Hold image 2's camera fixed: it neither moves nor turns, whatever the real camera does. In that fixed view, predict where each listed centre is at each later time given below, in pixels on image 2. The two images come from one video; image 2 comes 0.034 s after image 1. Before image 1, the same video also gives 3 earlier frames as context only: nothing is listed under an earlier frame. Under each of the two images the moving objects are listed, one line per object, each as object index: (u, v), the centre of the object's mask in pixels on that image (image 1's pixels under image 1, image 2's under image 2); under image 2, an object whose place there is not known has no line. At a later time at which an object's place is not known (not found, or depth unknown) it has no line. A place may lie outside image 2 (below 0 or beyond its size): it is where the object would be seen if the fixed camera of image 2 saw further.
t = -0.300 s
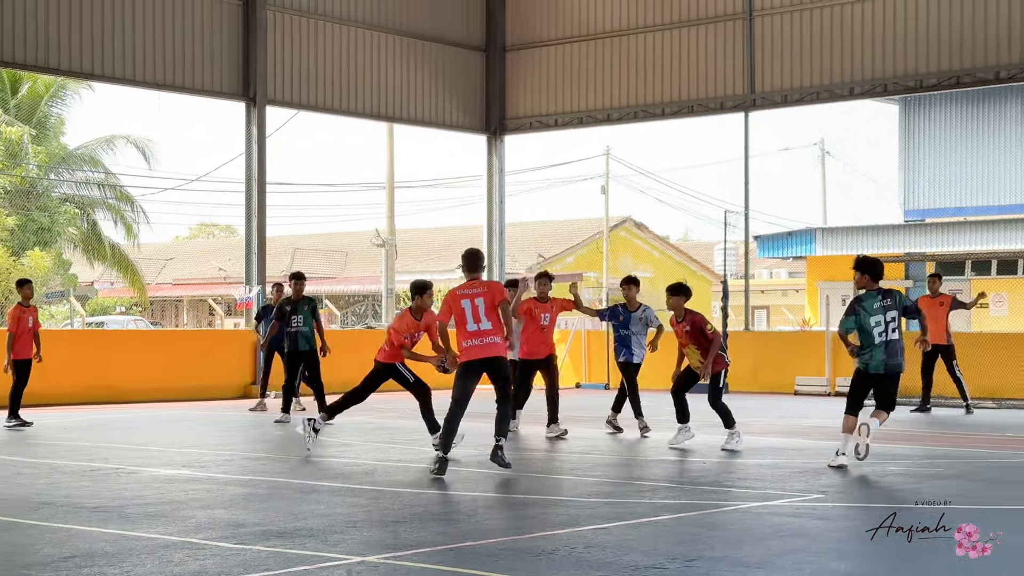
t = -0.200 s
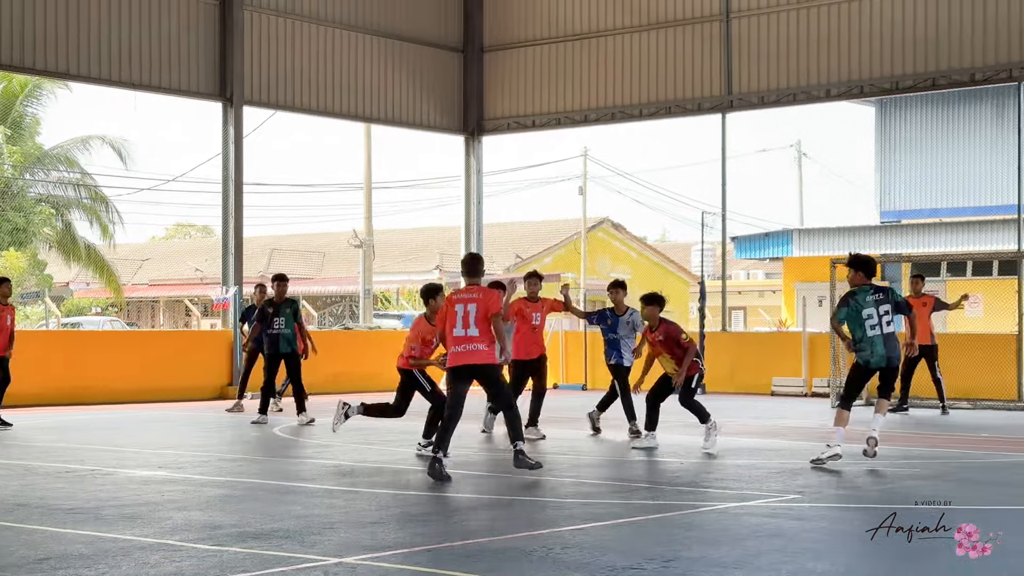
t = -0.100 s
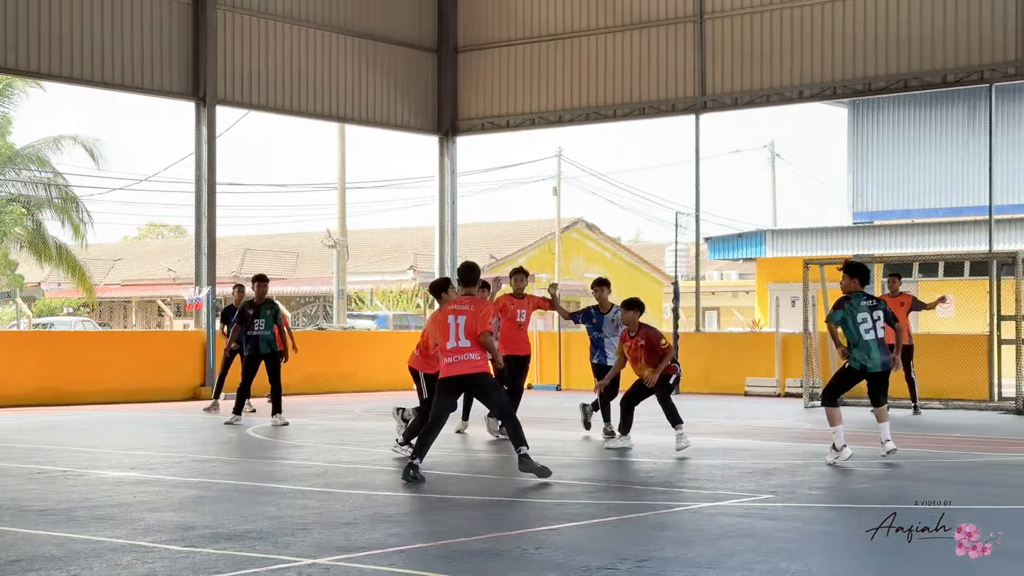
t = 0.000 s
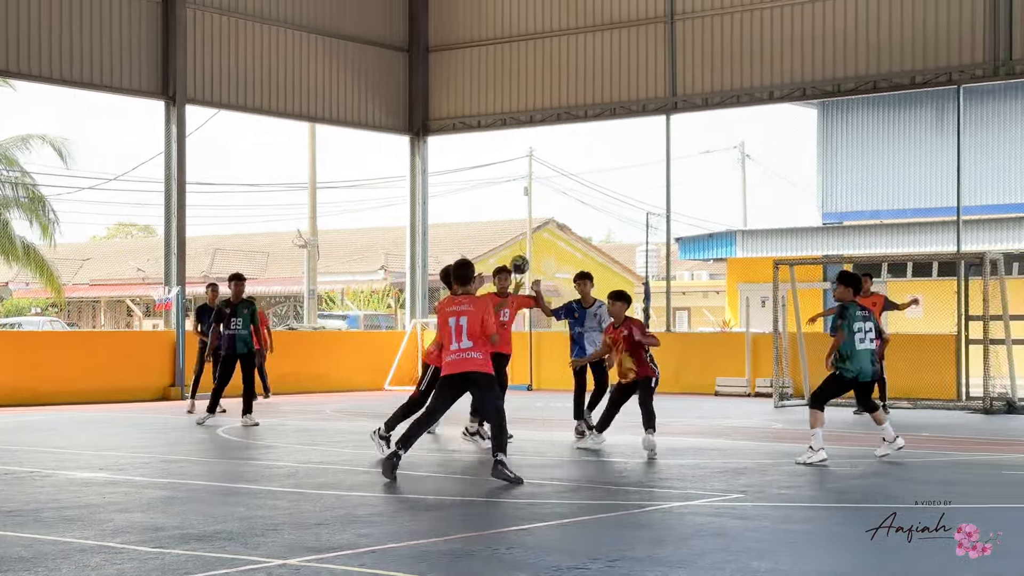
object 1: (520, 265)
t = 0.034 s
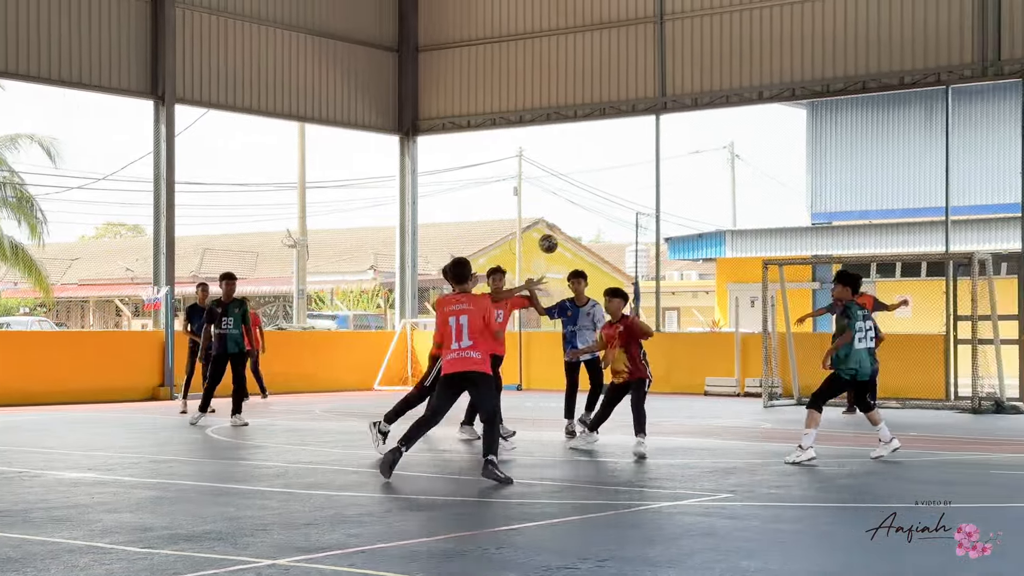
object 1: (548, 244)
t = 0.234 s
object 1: (780, 146)
